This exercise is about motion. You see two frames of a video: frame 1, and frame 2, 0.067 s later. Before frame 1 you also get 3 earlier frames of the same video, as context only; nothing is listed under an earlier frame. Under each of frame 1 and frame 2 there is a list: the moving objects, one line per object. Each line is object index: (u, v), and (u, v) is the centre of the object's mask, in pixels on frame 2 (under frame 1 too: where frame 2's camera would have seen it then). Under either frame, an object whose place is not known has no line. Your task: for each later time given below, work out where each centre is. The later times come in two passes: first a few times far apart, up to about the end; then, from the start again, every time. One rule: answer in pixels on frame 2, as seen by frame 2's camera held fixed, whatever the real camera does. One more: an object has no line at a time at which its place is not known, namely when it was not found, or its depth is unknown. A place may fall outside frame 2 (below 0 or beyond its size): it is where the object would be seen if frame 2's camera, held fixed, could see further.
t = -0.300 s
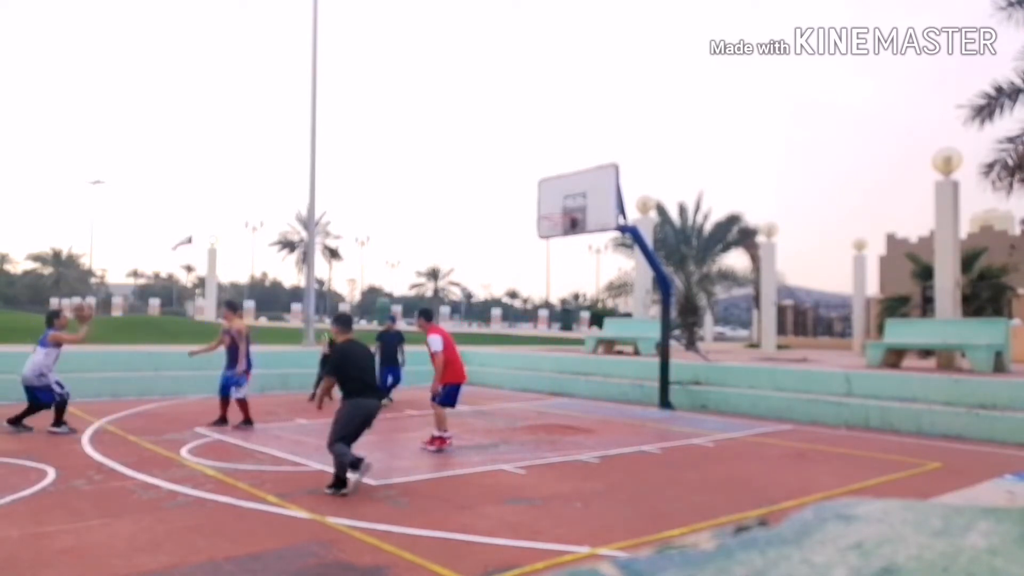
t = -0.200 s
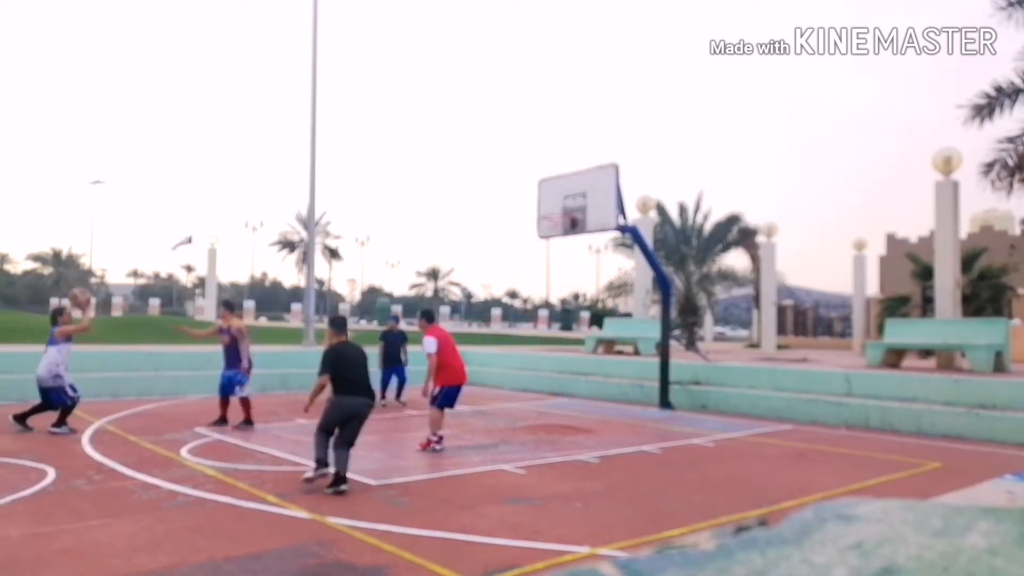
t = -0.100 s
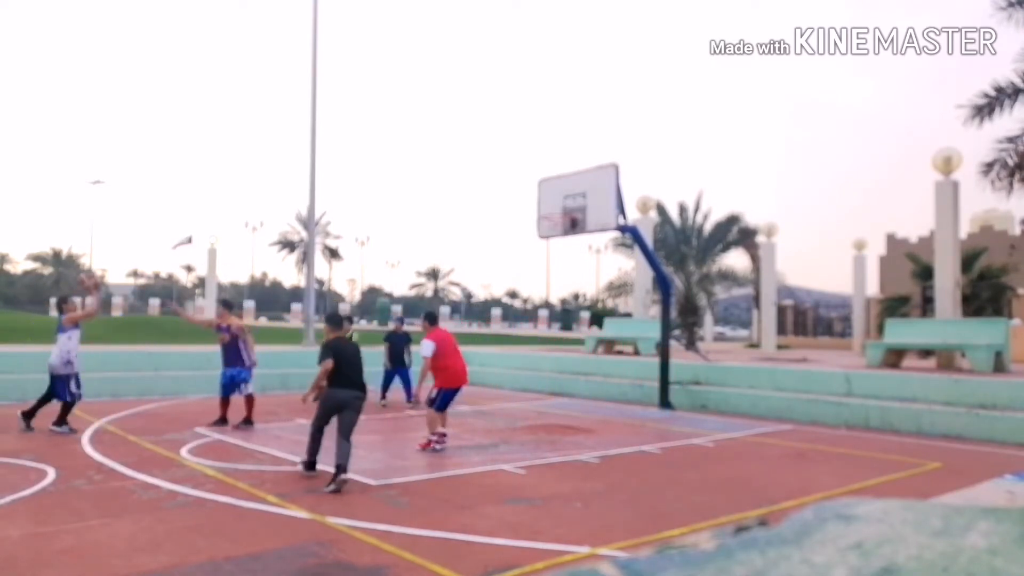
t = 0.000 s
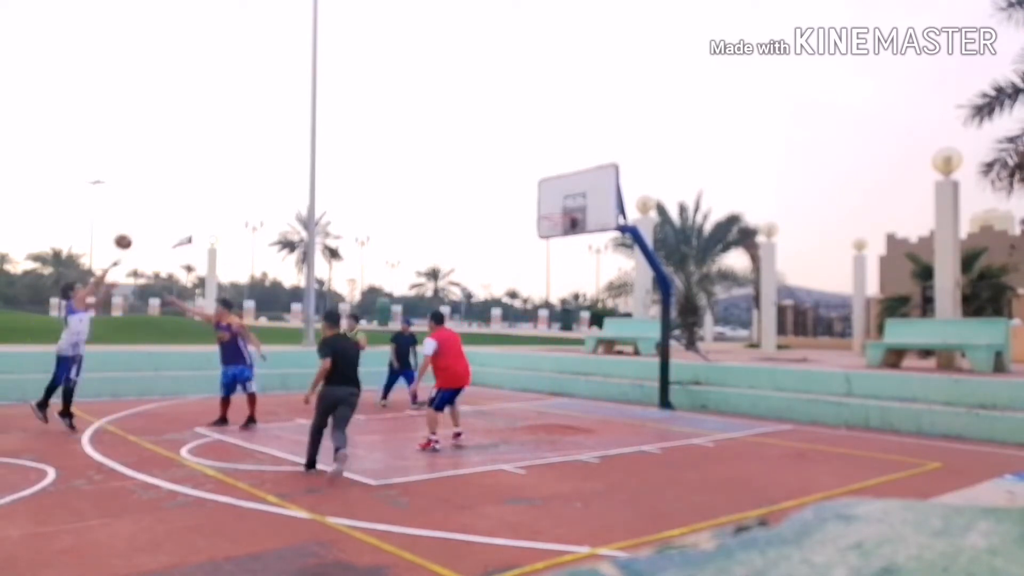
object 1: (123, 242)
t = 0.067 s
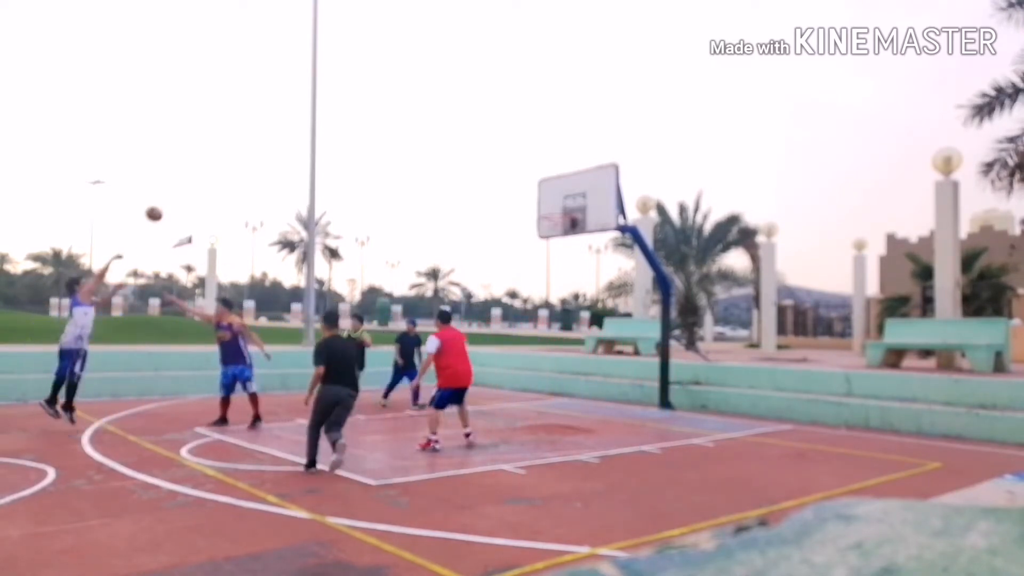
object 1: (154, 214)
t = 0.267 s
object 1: (241, 153)
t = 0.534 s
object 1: (347, 120)
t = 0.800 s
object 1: (442, 139)
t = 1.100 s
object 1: (538, 212)
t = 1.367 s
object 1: (516, 193)
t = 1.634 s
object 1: (494, 219)
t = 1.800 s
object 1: (481, 259)
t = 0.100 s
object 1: (169, 201)
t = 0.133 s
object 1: (184, 190)
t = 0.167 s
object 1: (198, 179)
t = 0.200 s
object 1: (213, 169)
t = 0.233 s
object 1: (227, 161)
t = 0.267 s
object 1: (241, 153)
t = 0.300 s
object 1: (255, 146)
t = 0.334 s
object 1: (269, 140)
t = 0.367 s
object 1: (282, 135)
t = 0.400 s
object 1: (296, 130)
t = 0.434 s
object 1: (309, 127)
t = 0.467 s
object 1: (321, 124)
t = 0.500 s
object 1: (334, 122)
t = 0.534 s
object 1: (347, 120)
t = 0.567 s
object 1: (359, 120)
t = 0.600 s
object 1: (372, 120)
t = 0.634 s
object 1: (384, 122)
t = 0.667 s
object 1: (396, 124)
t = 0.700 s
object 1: (407, 126)
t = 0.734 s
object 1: (419, 130)
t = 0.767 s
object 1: (431, 133)
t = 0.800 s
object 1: (442, 139)
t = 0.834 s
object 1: (453, 144)
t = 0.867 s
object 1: (464, 151)
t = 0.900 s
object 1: (475, 157)
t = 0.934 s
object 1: (486, 165)
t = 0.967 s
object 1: (497, 173)
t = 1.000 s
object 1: (507, 182)
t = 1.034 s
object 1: (518, 192)
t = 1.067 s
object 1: (528, 202)
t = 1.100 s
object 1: (538, 212)
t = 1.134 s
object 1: (535, 207)
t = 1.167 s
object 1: (532, 203)
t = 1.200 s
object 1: (530, 200)
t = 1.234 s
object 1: (527, 197)
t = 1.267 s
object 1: (524, 195)
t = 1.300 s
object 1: (521, 194)
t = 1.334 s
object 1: (518, 193)
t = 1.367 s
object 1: (516, 193)
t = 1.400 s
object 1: (513, 194)
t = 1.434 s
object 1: (511, 195)
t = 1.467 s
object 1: (508, 198)
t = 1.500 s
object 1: (505, 201)
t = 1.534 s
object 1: (502, 204)
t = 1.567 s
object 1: (500, 209)
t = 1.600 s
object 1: (497, 214)
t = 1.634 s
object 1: (494, 219)
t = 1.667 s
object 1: (492, 226)
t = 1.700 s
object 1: (489, 233)
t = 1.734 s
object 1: (486, 241)
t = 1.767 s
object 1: (483, 249)
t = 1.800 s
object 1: (481, 259)
